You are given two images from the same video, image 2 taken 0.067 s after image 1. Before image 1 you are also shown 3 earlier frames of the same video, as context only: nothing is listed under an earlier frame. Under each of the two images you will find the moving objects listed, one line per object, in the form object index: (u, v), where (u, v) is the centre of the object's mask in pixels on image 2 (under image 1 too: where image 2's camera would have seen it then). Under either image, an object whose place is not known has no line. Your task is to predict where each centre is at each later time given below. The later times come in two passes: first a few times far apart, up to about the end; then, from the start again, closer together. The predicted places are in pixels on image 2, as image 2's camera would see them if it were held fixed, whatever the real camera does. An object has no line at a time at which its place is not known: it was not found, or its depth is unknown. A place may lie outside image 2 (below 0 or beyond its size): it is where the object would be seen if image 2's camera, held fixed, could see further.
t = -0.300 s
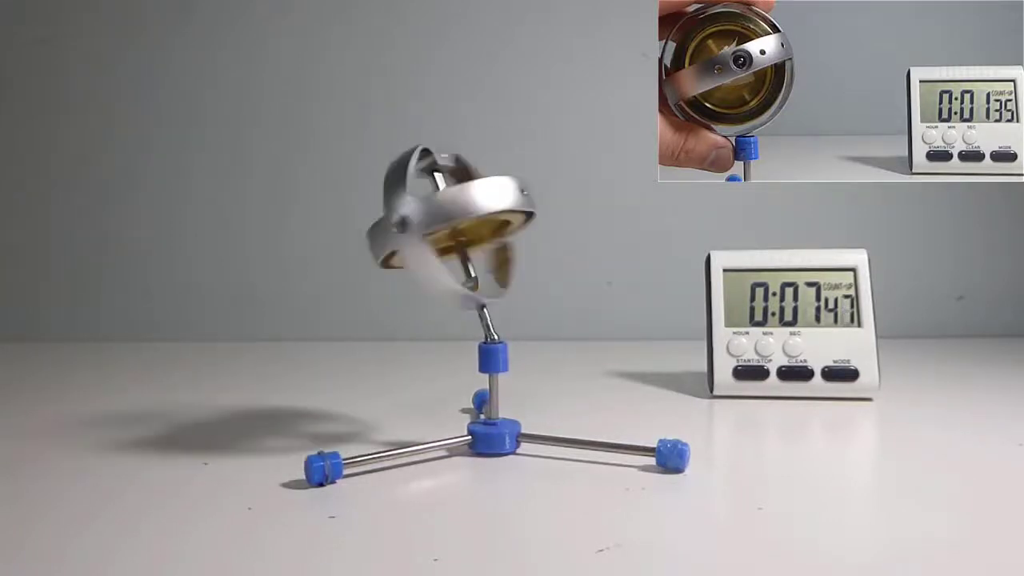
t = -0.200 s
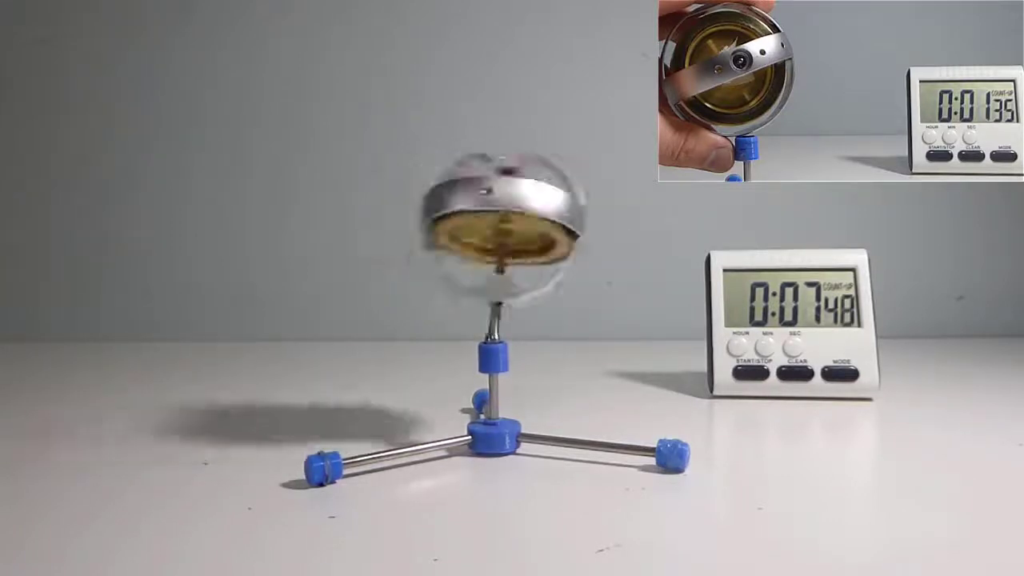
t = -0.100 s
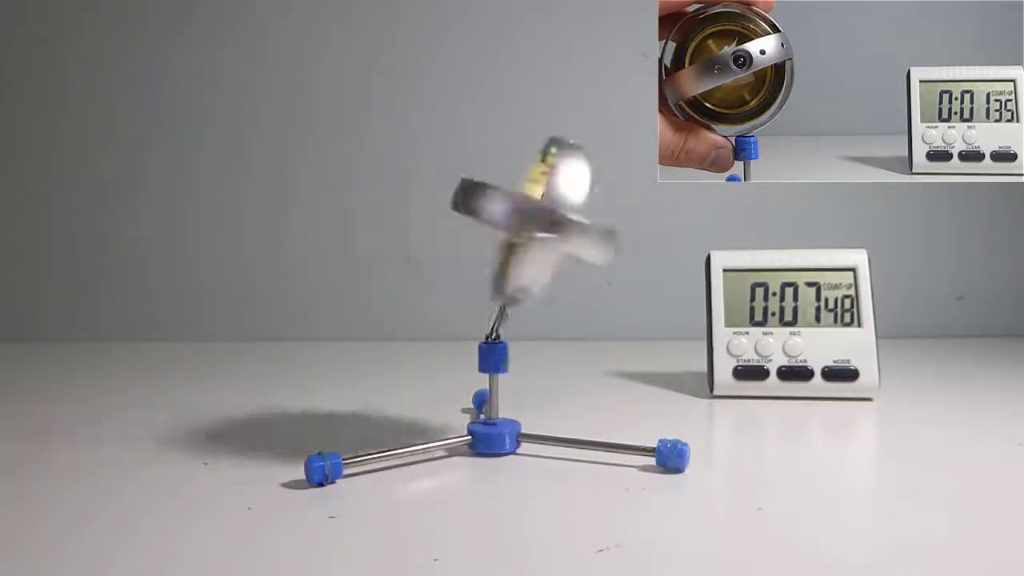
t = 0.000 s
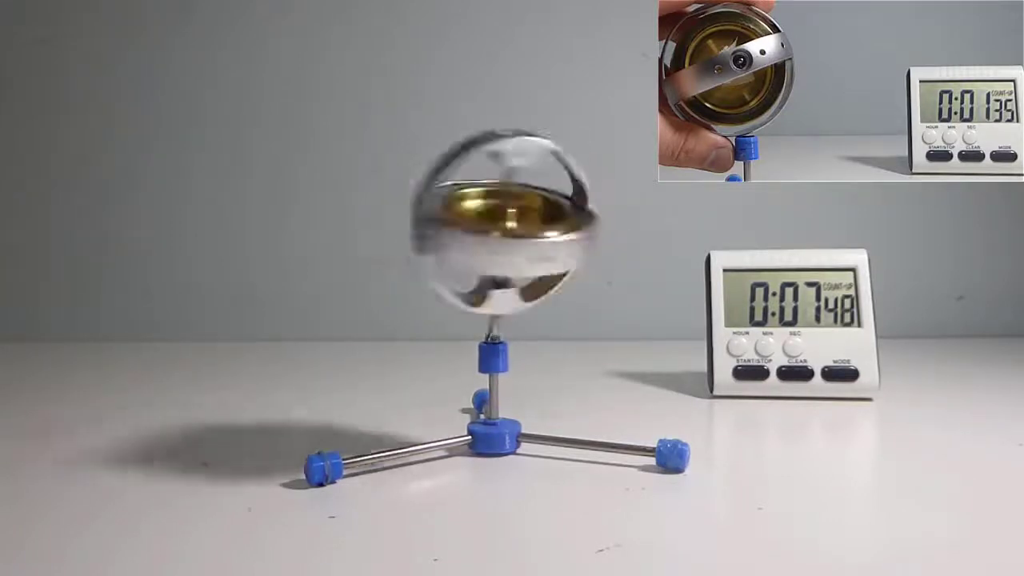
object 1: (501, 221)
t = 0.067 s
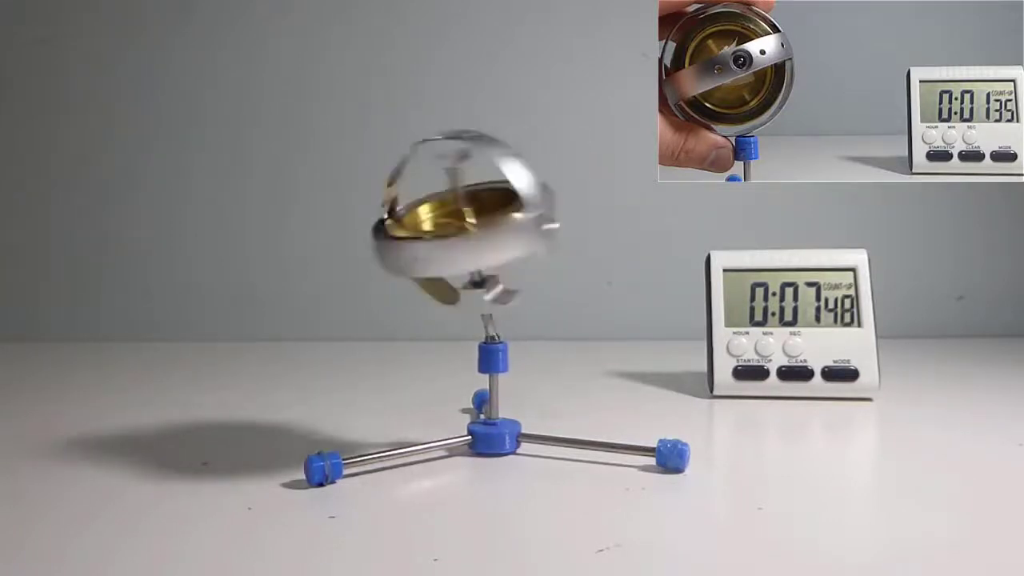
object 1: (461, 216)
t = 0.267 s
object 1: (490, 225)
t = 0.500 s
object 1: (496, 222)
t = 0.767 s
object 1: (497, 225)
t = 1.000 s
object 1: (491, 222)
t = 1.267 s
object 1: (499, 225)
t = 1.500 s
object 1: (485, 222)
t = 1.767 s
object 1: (508, 226)
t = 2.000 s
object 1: (480, 222)
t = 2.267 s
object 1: (513, 226)
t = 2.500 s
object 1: (476, 222)
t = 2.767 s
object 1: (516, 227)
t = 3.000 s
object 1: (470, 224)
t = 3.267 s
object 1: (522, 228)
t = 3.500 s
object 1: (464, 225)
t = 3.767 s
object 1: (525, 229)
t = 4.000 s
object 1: (458, 226)
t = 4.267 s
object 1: (535, 232)
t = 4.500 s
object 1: (449, 228)
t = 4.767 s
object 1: (535, 230)
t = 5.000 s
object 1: (451, 230)
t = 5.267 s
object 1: (536, 232)
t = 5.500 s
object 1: (450, 228)
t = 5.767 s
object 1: (537, 232)
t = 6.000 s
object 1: (450, 230)
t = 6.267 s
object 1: (536, 232)
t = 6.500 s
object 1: (452, 229)
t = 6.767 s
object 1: (534, 234)
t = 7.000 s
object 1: (455, 231)
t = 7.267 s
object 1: (530, 234)
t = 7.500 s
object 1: (461, 232)
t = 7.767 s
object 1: (524, 234)
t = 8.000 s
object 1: (469, 232)
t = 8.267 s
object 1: (520, 235)
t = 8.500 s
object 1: (478, 231)
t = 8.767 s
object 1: (508, 237)
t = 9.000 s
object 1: (489, 232)
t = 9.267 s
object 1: (498, 235)
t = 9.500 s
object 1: (506, 232)
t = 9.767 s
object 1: (485, 239)
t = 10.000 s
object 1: (521, 233)
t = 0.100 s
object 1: (453, 223)
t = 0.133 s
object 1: (445, 225)
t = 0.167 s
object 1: (443, 224)
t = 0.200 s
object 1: (455, 221)
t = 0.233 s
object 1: (473, 224)
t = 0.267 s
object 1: (490, 225)
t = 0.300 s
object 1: (511, 224)
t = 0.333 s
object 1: (527, 225)
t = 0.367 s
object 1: (538, 224)
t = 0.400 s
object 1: (540, 223)
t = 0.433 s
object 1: (531, 223)
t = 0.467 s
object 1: (516, 223)
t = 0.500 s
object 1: (496, 222)
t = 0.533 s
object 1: (475, 221)
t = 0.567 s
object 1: (457, 222)
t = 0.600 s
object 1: (447, 225)
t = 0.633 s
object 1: (440, 227)
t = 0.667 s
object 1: (444, 224)
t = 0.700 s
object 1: (459, 225)
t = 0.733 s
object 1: (477, 224)
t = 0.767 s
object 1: (497, 225)
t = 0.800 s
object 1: (516, 225)
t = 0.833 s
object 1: (531, 225)
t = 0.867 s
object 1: (540, 224)
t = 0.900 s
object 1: (538, 225)
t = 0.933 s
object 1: (527, 224)
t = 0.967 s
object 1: (511, 222)
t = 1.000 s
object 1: (491, 222)
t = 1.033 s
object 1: (471, 221)
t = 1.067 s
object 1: (454, 222)
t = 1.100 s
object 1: (445, 225)
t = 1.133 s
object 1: (438, 226)
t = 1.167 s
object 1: (446, 226)
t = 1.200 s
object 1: (464, 224)
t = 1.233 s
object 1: (482, 224)
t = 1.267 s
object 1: (499, 225)
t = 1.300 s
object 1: (520, 225)
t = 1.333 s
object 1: (534, 225)
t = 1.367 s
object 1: (542, 222)
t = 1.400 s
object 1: (536, 223)
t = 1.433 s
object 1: (525, 224)
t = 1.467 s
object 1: (508, 222)
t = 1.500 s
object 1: (485, 222)
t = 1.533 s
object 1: (463, 220)
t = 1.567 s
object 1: (449, 224)
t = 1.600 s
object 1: (439, 227)
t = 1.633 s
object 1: (437, 226)
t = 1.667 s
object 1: (449, 222)
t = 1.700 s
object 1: (467, 225)
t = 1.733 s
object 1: (485, 226)
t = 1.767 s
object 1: (508, 226)
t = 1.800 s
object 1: (527, 227)
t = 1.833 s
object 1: (540, 225)
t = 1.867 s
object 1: (545, 225)
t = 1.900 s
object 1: (536, 225)
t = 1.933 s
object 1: (522, 225)
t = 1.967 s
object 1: (503, 223)
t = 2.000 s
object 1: (480, 222)
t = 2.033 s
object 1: (458, 224)
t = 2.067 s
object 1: (446, 228)
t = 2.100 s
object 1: (432, 230)
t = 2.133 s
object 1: (438, 226)
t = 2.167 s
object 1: (453, 225)
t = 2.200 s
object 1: (471, 226)
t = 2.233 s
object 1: (491, 229)
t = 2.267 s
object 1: (513, 226)
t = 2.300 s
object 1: (530, 226)
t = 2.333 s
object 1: (542, 224)
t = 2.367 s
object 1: (543, 225)
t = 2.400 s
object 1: (534, 224)
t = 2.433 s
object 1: (518, 224)
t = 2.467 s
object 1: (498, 223)
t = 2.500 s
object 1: (476, 222)
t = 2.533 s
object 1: (456, 224)
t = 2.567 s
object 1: (445, 228)
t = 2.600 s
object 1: (436, 228)
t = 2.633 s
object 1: (440, 227)
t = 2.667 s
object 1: (456, 226)
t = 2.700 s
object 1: (474, 226)
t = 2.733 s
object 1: (494, 229)
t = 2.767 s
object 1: (516, 227)
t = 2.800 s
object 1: (534, 227)
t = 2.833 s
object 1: (545, 225)
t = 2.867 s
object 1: (544, 228)
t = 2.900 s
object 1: (534, 226)
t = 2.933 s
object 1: (518, 225)
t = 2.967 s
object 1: (493, 224)
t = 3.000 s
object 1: (470, 224)
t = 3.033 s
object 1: (449, 226)
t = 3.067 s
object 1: (438, 228)
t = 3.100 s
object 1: (432, 229)
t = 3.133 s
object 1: (439, 228)
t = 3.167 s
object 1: (458, 228)
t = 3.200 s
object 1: (478, 228)
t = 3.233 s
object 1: (500, 228)
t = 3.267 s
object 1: (522, 228)
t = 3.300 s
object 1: (539, 228)
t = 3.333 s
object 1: (549, 227)
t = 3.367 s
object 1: (544, 226)
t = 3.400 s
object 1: (532, 226)
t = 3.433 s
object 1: (514, 225)
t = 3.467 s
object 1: (489, 225)
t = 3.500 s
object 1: (464, 225)
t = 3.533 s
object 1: (446, 227)
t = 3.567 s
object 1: (436, 232)
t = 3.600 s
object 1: (431, 230)
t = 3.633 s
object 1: (441, 229)
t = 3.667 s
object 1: (460, 229)
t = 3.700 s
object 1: (481, 229)
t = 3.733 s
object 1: (504, 228)
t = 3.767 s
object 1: (525, 229)
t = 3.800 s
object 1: (541, 228)
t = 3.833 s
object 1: (550, 226)
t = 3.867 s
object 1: (545, 227)
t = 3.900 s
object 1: (533, 228)
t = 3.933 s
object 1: (512, 227)
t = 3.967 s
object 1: (484, 227)
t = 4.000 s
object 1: (458, 226)
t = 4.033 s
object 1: (438, 231)
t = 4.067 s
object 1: (427, 231)
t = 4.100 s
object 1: (425, 232)
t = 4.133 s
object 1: (440, 233)
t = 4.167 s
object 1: (460, 233)
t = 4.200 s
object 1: (485, 237)
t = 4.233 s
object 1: (512, 232)
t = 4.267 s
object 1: (535, 232)
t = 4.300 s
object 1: (552, 232)
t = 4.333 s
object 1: (555, 231)
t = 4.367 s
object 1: (549, 231)
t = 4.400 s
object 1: (533, 230)
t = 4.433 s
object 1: (506, 228)
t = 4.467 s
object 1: (477, 228)
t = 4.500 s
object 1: (449, 228)
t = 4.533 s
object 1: (433, 232)
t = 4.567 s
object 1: (422, 234)
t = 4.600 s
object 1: (427, 231)
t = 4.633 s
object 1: (444, 232)
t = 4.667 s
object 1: (465, 232)
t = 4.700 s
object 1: (489, 234)
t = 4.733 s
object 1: (514, 231)
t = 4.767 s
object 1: (535, 230)
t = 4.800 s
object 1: (550, 229)
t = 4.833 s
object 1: (552, 227)
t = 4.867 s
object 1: (547, 229)
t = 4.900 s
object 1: (531, 229)
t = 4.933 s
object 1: (507, 227)
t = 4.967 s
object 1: (477, 229)
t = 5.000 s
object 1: (451, 230)
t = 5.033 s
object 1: (432, 232)
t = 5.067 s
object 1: (419, 235)
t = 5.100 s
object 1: (423, 233)
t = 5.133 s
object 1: (441, 234)
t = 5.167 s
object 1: (463, 233)
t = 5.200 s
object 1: (487, 237)
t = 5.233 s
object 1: (514, 232)
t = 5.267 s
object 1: (536, 232)
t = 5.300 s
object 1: (551, 230)
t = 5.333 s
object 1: (554, 229)
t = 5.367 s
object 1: (548, 230)
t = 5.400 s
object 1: (532, 229)
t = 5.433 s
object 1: (508, 227)
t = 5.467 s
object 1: (476, 228)
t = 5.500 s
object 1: (450, 228)
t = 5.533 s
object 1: (434, 234)
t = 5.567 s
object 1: (420, 236)
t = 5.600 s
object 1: (424, 233)
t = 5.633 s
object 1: (441, 233)
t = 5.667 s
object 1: (463, 232)
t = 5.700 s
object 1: (488, 238)
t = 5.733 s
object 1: (514, 233)
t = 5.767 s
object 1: (537, 232)
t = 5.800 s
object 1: (552, 231)
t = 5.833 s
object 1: (556, 230)
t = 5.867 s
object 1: (550, 231)
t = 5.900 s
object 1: (533, 231)
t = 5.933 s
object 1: (509, 228)
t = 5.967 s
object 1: (478, 229)
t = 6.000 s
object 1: (450, 230)
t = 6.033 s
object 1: (431, 235)
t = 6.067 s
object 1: (419, 236)
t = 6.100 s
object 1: (422, 234)
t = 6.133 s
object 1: (439, 235)
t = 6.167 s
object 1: (461, 234)
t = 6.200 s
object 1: (486, 237)
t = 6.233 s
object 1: (514, 234)
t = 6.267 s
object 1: (536, 232)
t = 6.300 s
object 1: (552, 231)
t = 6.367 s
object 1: (551, 231)
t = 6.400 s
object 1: (535, 230)
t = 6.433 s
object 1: (511, 229)
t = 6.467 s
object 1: (480, 228)
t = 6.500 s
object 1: (452, 229)
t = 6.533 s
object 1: (433, 233)
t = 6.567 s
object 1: (421, 239)
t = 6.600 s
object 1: (421, 235)
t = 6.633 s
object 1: (435, 234)
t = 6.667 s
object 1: (457, 234)
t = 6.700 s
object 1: (483, 238)
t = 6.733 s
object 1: (510, 235)
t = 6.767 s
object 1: (534, 234)
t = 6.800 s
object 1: (551, 234)
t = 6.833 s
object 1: (559, 234)
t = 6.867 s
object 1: (555, 234)
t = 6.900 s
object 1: (541, 233)
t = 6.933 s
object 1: (517, 231)
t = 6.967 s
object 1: (484, 231)
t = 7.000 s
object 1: (455, 231)
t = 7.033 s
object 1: (434, 236)
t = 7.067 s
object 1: (419, 236)
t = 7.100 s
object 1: (420, 235)
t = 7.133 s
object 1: (433, 235)
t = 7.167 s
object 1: (454, 234)
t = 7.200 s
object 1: (479, 238)
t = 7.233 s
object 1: (505, 235)
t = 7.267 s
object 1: (530, 234)
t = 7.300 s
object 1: (549, 234)
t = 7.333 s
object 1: (560, 232)
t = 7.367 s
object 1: (557, 233)
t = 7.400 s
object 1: (545, 233)
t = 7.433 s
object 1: (523, 232)
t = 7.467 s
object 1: (491, 231)
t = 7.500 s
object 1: (461, 232)
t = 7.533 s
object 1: (438, 236)
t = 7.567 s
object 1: (422, 241)
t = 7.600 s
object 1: (416, 237)
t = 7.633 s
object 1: (427, 235)
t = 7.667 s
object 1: (448, 235)
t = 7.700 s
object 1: (474, 239)
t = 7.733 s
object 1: (499, 234)
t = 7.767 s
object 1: (524, 234)
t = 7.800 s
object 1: (543, 233)
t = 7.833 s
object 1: (559, 233)
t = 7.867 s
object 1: (559, 233)
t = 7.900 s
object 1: (550, 233)
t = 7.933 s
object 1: (532, 233)
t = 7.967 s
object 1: (502, 231)
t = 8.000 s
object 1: (469, 232)
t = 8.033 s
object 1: (442, 235)
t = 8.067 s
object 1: (423, 238)
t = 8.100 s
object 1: (412, 239)
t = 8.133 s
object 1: (420, 238)
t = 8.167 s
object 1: (440, 236)
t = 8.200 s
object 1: (466, 239)
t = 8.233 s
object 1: (492, 237)
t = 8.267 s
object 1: (520, 235)
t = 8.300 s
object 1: (540, 235)
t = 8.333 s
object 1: (556, 233)
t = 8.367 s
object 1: (558, 234)
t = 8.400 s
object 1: (553, 233)
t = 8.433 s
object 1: (537, 233)
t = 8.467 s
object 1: (511, 231)
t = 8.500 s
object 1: (478, 231)
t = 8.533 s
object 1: (449, 232)
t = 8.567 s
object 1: (430, 237)
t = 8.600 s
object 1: (415, 242)
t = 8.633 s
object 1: (416, 237)
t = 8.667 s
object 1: (432, 237)
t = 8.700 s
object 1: (453, 236)
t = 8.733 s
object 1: (480, 238)
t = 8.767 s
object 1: (508, 237)
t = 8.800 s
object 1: (534, 236)
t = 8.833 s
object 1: (553, 235)
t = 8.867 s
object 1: (563, 235)
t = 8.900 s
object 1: (559, 236)
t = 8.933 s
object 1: (547, 234)
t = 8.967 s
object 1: (523, 233)
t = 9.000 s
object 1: (489, 232)
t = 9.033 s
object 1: (460, 233)
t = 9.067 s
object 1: (436, 237)
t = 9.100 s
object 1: (420, 241)
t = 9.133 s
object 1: (412, 239)
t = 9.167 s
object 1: (425, 238)
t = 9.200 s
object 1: (445, 236)
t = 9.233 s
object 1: (471, 239)
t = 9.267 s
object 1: (498, 235)
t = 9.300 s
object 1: (524, 236)
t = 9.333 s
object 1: (544, 234)
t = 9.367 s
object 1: (559, 233)
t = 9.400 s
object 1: (562, 234)
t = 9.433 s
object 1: (554, 234)
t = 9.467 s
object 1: (536, 233)
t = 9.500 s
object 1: (506, 232)
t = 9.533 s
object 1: (473, 233)
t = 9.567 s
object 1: (442, 234)
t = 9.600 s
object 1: (424, 241)
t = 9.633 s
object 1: (410, 242)
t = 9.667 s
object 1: (415, 239)
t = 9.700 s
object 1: (434, 239)
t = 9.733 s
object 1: (459, 237)
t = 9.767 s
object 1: (485, 239)
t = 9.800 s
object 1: (514, 238)
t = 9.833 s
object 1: (539, 237)
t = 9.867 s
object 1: (557, 237)
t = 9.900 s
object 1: (565, 238)
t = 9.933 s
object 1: (560, 238)
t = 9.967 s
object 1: (545, 235)
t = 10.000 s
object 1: (521, 233)
